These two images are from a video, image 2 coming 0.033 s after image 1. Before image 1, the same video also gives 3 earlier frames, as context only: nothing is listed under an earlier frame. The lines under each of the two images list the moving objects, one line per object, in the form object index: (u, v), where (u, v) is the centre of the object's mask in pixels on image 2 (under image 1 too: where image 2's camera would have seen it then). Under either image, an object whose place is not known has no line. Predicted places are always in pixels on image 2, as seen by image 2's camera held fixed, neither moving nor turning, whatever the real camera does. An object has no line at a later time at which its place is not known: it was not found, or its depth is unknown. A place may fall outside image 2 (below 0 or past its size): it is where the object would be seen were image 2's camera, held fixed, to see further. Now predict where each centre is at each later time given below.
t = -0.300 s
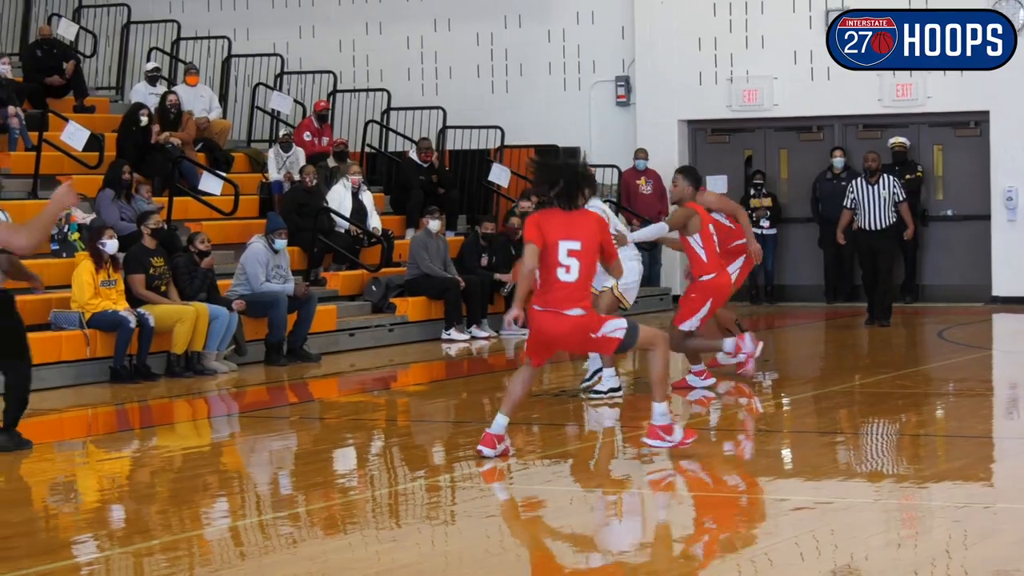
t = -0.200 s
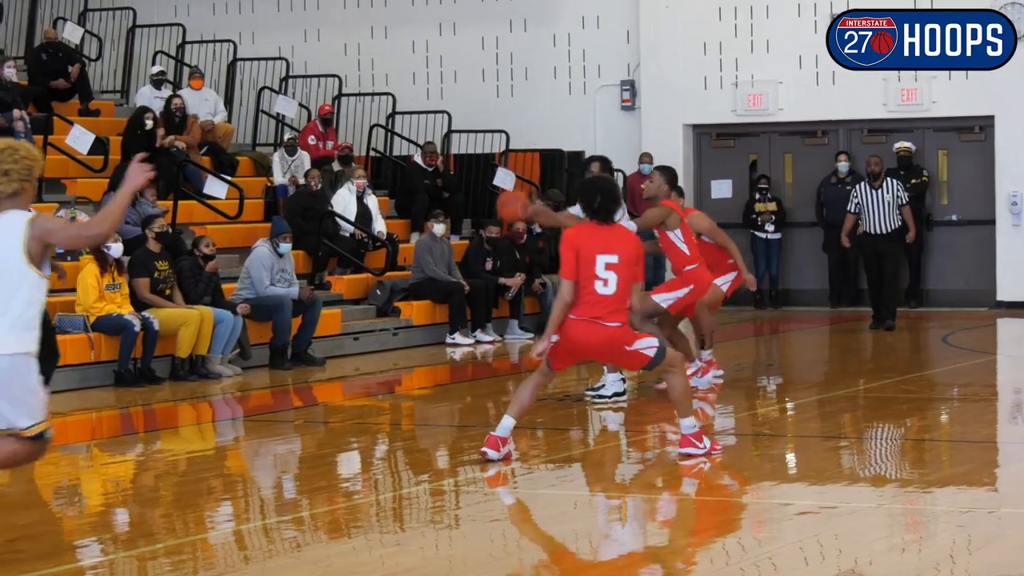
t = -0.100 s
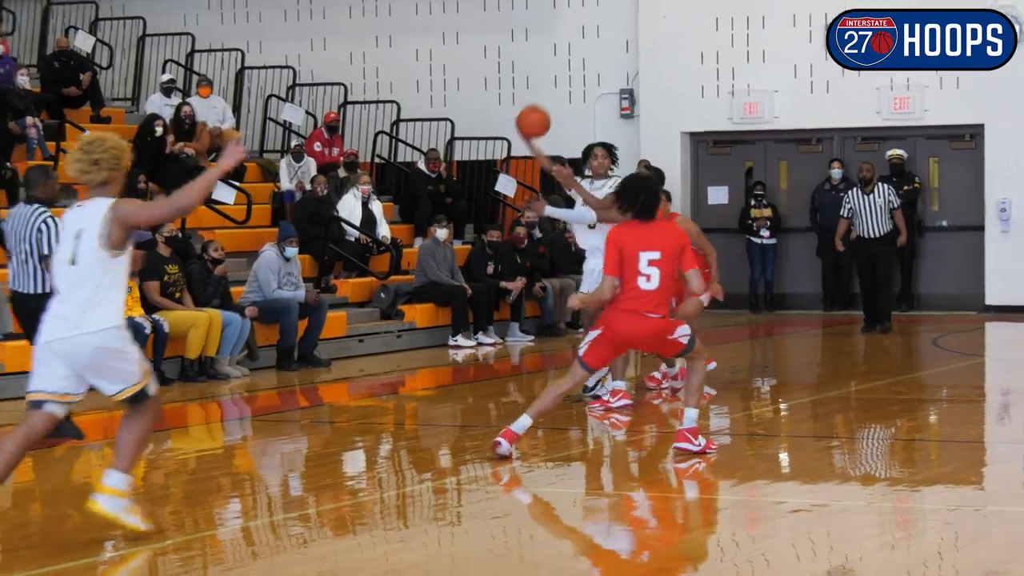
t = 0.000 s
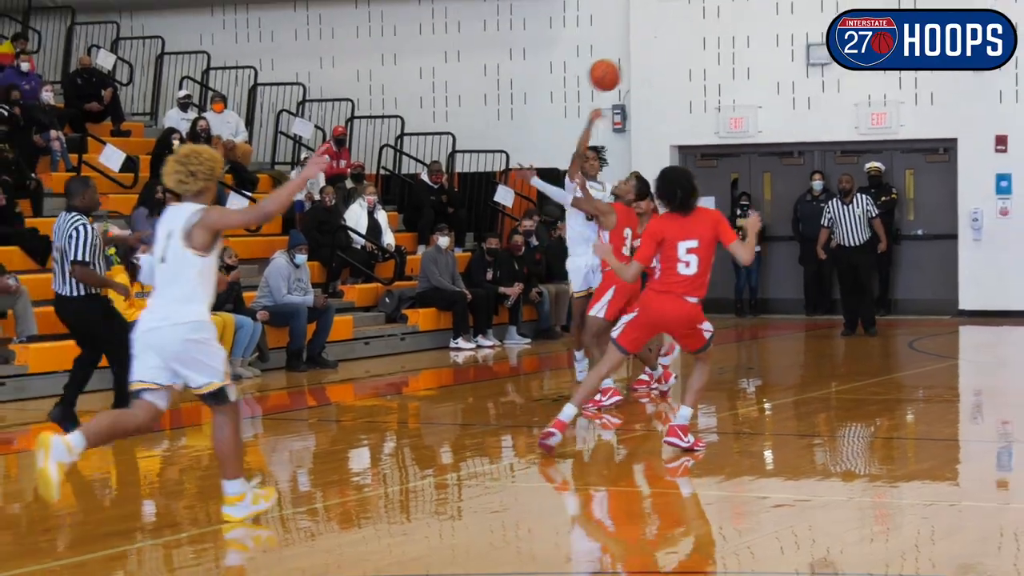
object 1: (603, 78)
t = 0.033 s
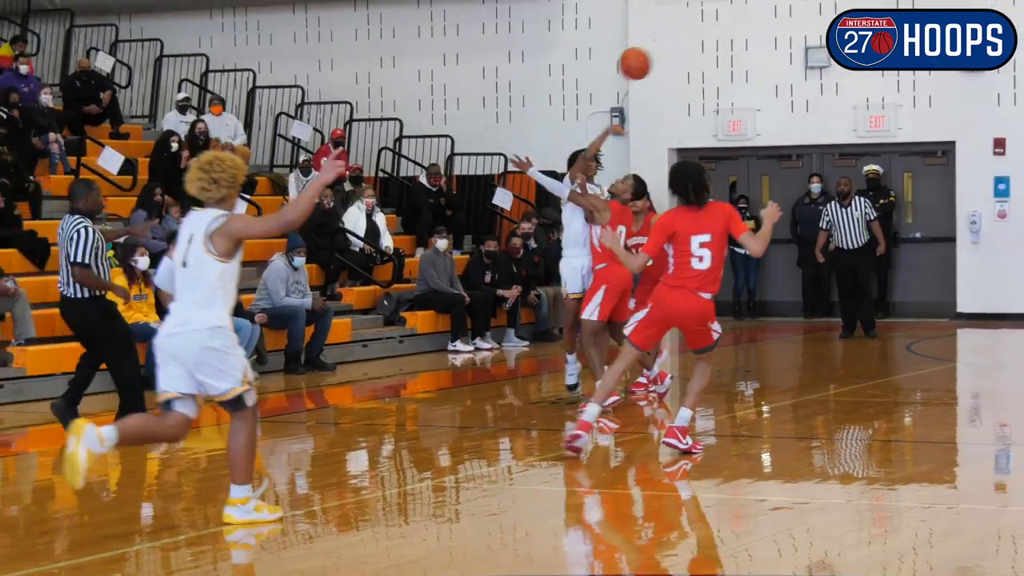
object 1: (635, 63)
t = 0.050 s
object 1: (651, 56)
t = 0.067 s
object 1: (668, 50)
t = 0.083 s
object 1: (684, 43)
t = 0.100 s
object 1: (701, 37)
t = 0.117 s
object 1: (717, 32)
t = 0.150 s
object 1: (750, 20)
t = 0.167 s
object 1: (765, 15)
